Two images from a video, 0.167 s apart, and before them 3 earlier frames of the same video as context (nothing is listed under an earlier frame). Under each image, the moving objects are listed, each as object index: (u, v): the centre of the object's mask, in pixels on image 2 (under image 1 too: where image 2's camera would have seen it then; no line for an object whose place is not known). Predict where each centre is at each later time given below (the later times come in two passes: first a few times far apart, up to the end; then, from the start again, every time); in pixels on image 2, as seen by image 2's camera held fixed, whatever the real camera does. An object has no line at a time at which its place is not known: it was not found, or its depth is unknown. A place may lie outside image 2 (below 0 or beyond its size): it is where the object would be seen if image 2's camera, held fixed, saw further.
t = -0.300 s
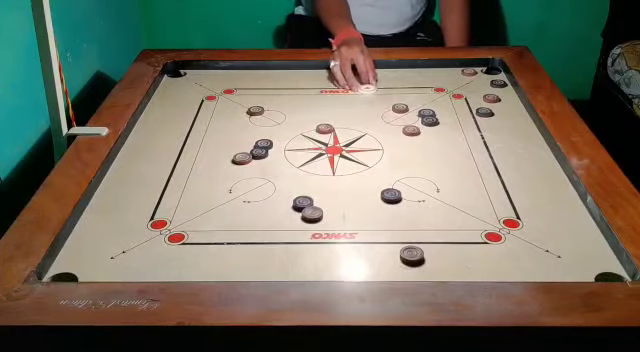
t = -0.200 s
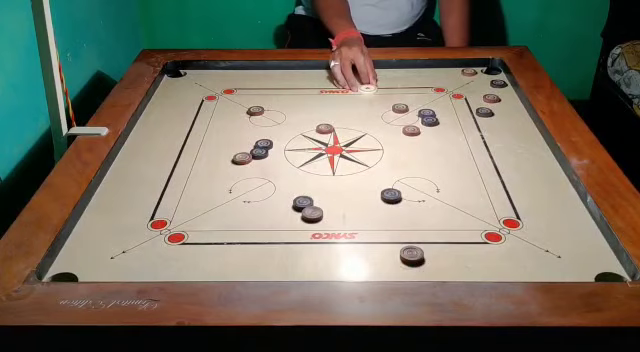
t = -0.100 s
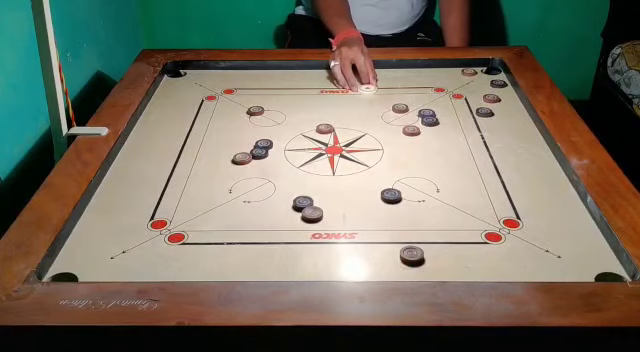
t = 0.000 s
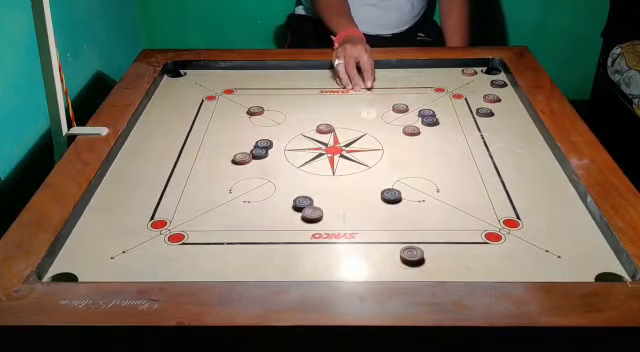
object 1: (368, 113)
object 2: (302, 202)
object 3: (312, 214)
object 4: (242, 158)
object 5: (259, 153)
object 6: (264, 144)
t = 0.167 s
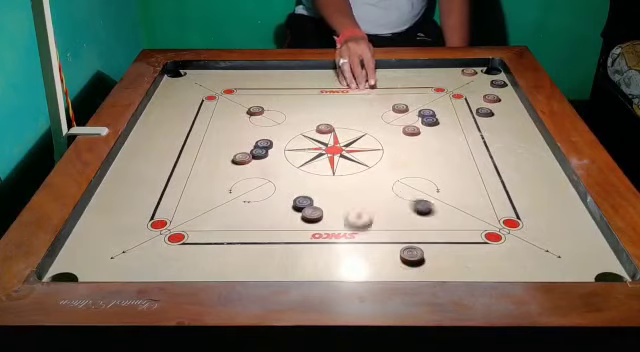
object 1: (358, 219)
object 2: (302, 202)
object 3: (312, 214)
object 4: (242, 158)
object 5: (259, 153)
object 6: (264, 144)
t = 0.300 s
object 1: (322, 247)
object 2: (302, 203)
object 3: (312, 214)
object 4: (242, 158)
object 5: (259, 153)
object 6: (264, 144)
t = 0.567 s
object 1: (311, 199)
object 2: (296, 130)
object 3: (308, 157)
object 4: (210, 166)
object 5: (229, 139)
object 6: (269, 123)
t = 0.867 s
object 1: (311, 194)
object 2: (320, 101)
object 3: (307, 132)
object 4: (197, 169)
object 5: (207, 128)
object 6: (273, 107)
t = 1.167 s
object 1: (311, 194)
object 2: (324, 96)
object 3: (307, 131)
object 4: (197, 169)
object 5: (207, 128)
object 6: (273, 106)
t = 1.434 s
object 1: (311, 194)
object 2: (323, 96)
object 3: (307, 131)
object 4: (197, 169)
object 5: (207, 128)
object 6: (273, 106)
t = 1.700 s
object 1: (311, 194)
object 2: (323, 96)
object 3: (307, 131)
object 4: (197, 169)
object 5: (207, 128)
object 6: (273, 106)
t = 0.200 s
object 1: (349, 244)
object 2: (302, 203)
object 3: (312, 214)
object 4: (242, 158)
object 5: (259, 153)
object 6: (264, 144)
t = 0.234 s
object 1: (338, 270)
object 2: (302, 203)
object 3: (312, 214)
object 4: (242, 158)
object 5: (259, 153)
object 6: (264, 144)
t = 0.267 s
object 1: (329, 270)
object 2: (302, 203)
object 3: (312, 214)
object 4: (242, 158)
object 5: (259, 153)
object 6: (264, 144)
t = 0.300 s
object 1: (322, 247)
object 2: (302, 203)
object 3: (312, 214)
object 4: (242, 158)
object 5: (259, 153)
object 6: (264, 144)
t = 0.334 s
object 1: (315, 228)
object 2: (302, 202)
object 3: (312, 212)
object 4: (242, 158)
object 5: (259, 153)
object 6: (264, 144)
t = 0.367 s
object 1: (315, 222)
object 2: (291, 184)
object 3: (311, 202)
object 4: (242, 158)
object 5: (259, 153)
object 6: (264, 144)
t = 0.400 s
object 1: (314, 217)
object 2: (280, 167)
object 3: (310, 192)
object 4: (242, 158)
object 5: (259, 153)
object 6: (264, 144)
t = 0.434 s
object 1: (313, 212)
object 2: (275, 154)
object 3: (310, 184)
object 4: (238, 159)
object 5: (255, 151)
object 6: (264, 142)
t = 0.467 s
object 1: (313, 208)
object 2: (281, 148)
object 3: (309, 176)
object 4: (230, 161)
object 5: (248, 148)
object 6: (265, 137)
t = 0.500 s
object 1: (312, 205)
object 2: (287, 141)
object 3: (309, 169)
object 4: (222, 163)
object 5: (241, 145)
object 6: (267, 132)
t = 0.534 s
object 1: (312, 202)
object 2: (291, 136)
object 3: (308, 163)
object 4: (215, 164)
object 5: (234, 142)
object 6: (268, 127)
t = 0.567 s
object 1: (311, 199)
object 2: (296, 130)
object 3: (308, 157)
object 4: (210, 166)
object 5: (229, 139)
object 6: (269, 123)
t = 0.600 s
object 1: (311, 198)
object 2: (300, 125)
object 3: (308, 153)
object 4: (205, 167)
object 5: (224, 137)
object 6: (270, 120)
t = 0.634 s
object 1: (311, 196)
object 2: (303, 121)
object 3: (308, 148)
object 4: (201, 168)
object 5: (220, 135)
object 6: (271, 117)
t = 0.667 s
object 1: (311, 195)
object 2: (306, 117)
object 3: (307, 145)
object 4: (198, 169)
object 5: (217, 133)
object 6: (272, 114)
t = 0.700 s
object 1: (311, 195)
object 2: (309, 114)
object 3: (308, 141)
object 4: (197, 169)
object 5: (214, 131)
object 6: (272, 112)
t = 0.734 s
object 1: (311, 194)
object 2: (312, 111)
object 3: (307, 138)
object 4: (197, 169)
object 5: (212, 130)
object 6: (272, 110)
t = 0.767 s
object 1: (311, 194)
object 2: (314, 108)
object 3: (307, 136)
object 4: (196, 169)
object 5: (210, 129)
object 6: (273, 109)
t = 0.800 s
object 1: (311, 194)
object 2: (316, 105)
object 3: (307, 134)
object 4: (197, 169)
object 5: (209, 128)
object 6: (273, 108)
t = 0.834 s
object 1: (311, 194)
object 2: (318, 103)
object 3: (307, 133)
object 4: (197, 169)
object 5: (208, 128)
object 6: (273, 107)
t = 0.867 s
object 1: (311, 194)
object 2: (320, 101)
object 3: (307, 132)
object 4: (197, 169)
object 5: (207, 128)
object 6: (273, 107)
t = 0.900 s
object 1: (311, 194)
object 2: (321, 100)
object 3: (307, 131)
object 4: (197, 169)
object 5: (207, 128)
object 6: (273, 106)
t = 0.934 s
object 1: (311, 194)
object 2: (322, 98)
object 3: (307, 131)
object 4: (197, 169)
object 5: (207, 128)
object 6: (273, 106)
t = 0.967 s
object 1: (311, 194)
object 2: (323, 98)
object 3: (307, 131)
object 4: (197, 169)
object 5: (207, 128)
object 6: (273, 106)
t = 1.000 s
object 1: (311, 194)
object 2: (323, 97)
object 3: (307, 131)
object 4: (197, 169)
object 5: (207, 128)
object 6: (273, 106)
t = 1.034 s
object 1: (311, 194)
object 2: (323, 96)
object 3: (307, 131)
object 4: (197, 169)
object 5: (207, 128)
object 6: (273, 106)
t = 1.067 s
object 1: (311, 194)
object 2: (323, 96)
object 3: (307, 131)
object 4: (197, 169)
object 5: (207, 128)
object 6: (273, 106)
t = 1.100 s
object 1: (311, 194)
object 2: (323, 96)
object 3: (307, 131)
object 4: (197, 169)
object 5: (207, 128)
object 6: (273, 106)
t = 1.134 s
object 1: (311, 194)
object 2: (323, 96)
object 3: (307, 131)
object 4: (197, 169)
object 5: (207, 128)
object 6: (273, 106)
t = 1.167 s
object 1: (311, 194)
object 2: (324, 96)
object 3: (307, 131)
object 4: (197, 169)
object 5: (207, 128)
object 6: (273, 106)
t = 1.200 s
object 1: (311, 194)
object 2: (323, 96)
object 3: (307, 131)
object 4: (197, 169)
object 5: (207, 128)
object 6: (273, 106)
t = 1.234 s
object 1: (311, 194)
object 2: (323, 96)
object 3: (307, 131)
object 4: (196, 169)
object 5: (207, 128)
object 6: (273, 106)
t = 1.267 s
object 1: (311, 194)
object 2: (323, 96)
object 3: (307, 131)
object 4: (196, 169)
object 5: (207, 128)
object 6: (273, 106)
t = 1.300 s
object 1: (311, 194)
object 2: (323, 96)
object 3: (307, 131)
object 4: (196, 169)
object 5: (207, 128)
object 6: (273, 106)
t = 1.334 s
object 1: (311, 194)
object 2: (323, 96)
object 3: (307, 131)
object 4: (197, 169)
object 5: (207, 128)
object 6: (273, 106)
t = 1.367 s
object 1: (311, 194)
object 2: (323, 96)
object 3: (307, 131)
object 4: (197, 169)
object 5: (207, 128)
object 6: (273, 106)
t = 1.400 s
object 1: (311, 194)
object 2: (323, 96)
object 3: (307, 131)
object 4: (197, 169)
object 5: (207, 128)
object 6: (273, 106)
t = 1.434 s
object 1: (311, 194)
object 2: (323, 96)
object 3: (307, 131)
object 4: (197, 169)
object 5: (207, 128)
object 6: (273, 106)
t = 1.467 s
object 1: (311, 194)
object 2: (323, 96)
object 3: (307, 131)
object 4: (197, 169)
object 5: (207, 128)
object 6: (273, 106)
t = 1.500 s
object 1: (311, 194)
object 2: (323, 96)
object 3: (307, 131)
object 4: (197, 169)
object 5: (207, 128)
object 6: (273, 106)
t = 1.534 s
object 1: (311, 194)
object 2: (323, 96)
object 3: (307, 131)
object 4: (197, 169)
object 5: (207, 128)
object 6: (273, 106)
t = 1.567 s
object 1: (311, 194)
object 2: (323, 96)
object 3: (307, 131)
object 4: (197, 169)
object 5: (207, 128)
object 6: (273, 106)
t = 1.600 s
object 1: (310, 194)
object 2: (323, 96)
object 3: (307, 131)
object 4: (197, 169)
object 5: (207, 128)
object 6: (273, 107)
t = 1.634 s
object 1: (311, 194)
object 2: (323, 96)
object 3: (307, 131)
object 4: (197, 169)
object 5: (207, 128)
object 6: (273, 106)
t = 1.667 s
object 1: (311, 194)
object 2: (323, 96)
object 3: (307, 131)
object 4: (197, 169)
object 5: (207, 128)
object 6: (273, 107)
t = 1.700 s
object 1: (311, 194)
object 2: (323, 96)
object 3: (307, 131)
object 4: (197, 169)
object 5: (207, 128)
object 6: (273, 106)
